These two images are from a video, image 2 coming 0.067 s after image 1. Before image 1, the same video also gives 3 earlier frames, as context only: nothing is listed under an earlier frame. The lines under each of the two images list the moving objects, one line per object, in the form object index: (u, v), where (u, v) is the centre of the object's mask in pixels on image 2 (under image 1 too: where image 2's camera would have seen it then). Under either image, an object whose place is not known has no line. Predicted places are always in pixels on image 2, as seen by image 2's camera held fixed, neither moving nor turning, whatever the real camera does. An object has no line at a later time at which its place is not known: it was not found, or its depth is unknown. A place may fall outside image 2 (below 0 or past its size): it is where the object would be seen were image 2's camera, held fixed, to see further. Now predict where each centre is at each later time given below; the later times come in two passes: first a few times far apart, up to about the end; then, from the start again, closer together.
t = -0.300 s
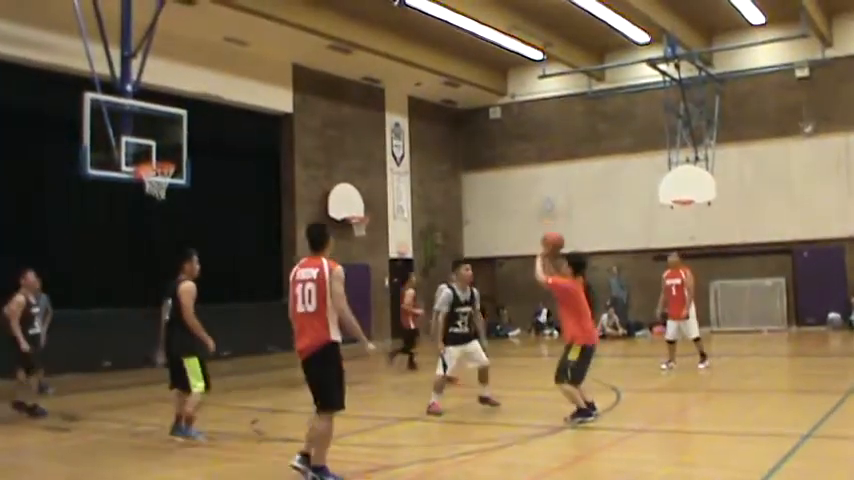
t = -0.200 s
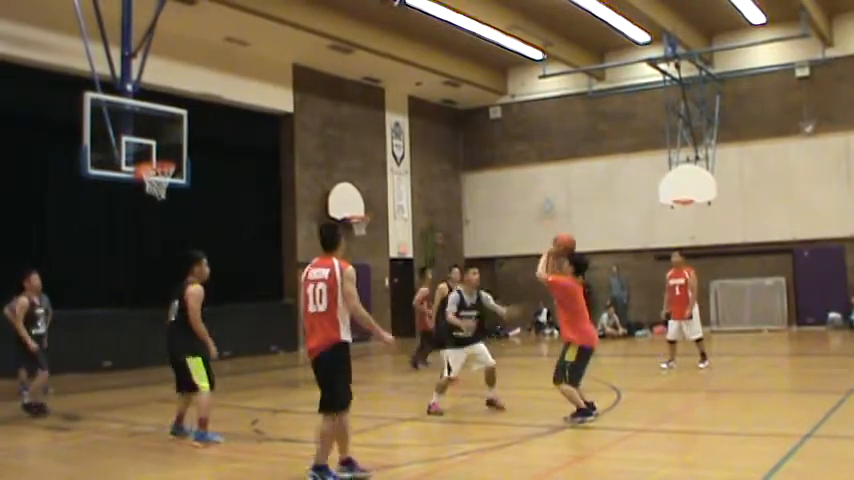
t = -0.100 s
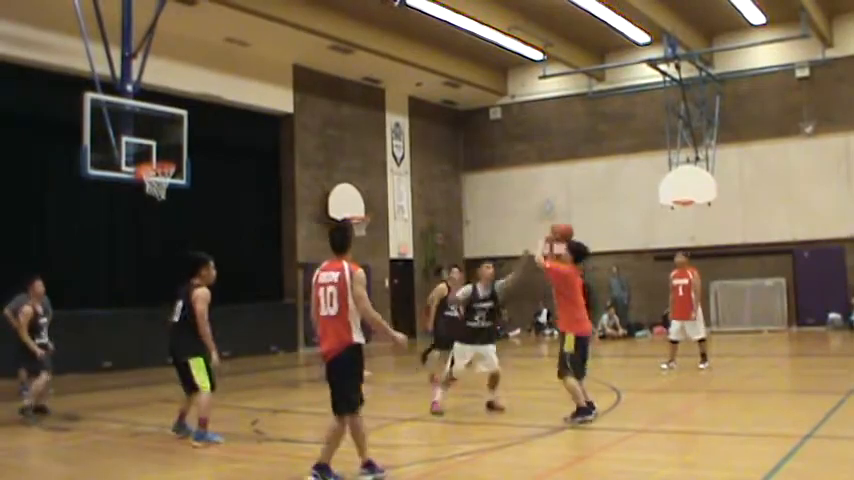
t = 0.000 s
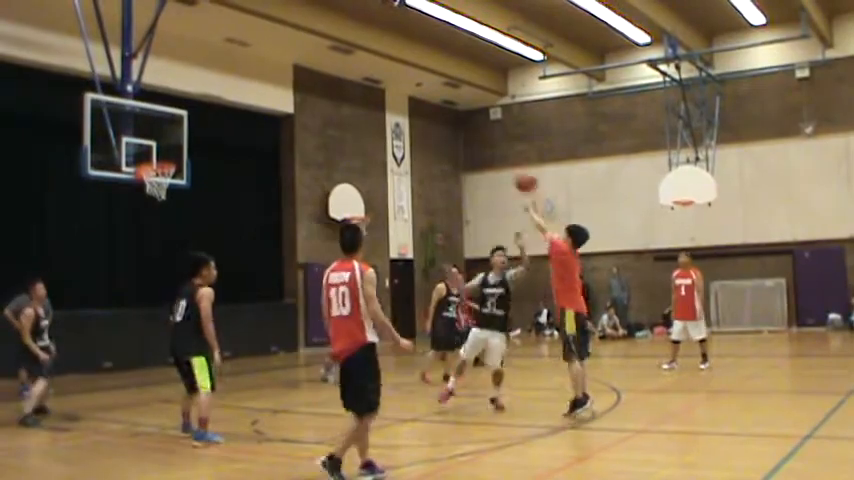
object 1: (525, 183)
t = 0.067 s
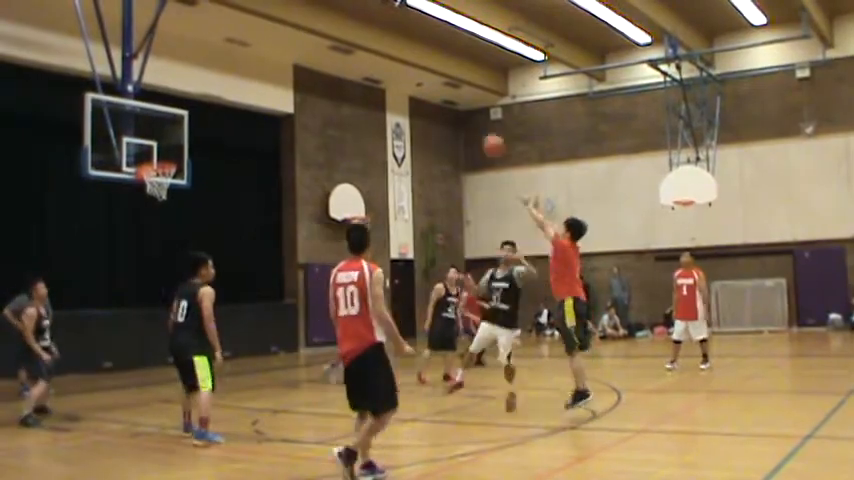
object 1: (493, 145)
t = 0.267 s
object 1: (405, 77)
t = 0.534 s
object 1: (307, 50)
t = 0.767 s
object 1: (236, 73)
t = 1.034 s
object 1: (166, 145)
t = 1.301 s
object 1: (153, 124)
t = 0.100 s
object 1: (477, 131)
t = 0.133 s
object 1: (462, 117)
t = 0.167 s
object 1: (448, 105)
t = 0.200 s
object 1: (430, 92)
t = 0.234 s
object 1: (418, 85)
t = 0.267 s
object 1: (405, 77)
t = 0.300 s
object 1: (391, 70)
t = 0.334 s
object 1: (378, 65)
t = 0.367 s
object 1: (365, 60)
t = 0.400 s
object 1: (353, 55)
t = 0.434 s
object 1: (341, 53)
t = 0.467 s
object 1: (329, 51)
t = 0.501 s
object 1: (318, 50)
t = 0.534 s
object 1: (307, 50)
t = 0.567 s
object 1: (295, 51)
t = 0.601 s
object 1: (285, 54)
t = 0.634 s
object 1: (274, 56)
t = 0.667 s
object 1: (264, 59)
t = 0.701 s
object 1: (255, 62)
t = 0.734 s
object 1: (246, 68)
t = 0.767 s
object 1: (236, 73)
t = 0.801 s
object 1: (226, 81)
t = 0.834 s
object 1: (216, 90)
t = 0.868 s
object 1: (209, 99)
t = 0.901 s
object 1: (200, 103)
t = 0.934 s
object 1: (193, 112)
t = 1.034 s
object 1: (166, 145)
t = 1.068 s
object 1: (160, 156)
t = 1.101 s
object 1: (155, 157)
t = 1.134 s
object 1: (154, 152)
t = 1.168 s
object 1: (156, 144)
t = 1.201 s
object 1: (155, 138)
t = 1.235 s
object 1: (155, 132)
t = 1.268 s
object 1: (154, 129)
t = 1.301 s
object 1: (153, 124)
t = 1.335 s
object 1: (153, 120)
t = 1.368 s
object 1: (152, 119)
